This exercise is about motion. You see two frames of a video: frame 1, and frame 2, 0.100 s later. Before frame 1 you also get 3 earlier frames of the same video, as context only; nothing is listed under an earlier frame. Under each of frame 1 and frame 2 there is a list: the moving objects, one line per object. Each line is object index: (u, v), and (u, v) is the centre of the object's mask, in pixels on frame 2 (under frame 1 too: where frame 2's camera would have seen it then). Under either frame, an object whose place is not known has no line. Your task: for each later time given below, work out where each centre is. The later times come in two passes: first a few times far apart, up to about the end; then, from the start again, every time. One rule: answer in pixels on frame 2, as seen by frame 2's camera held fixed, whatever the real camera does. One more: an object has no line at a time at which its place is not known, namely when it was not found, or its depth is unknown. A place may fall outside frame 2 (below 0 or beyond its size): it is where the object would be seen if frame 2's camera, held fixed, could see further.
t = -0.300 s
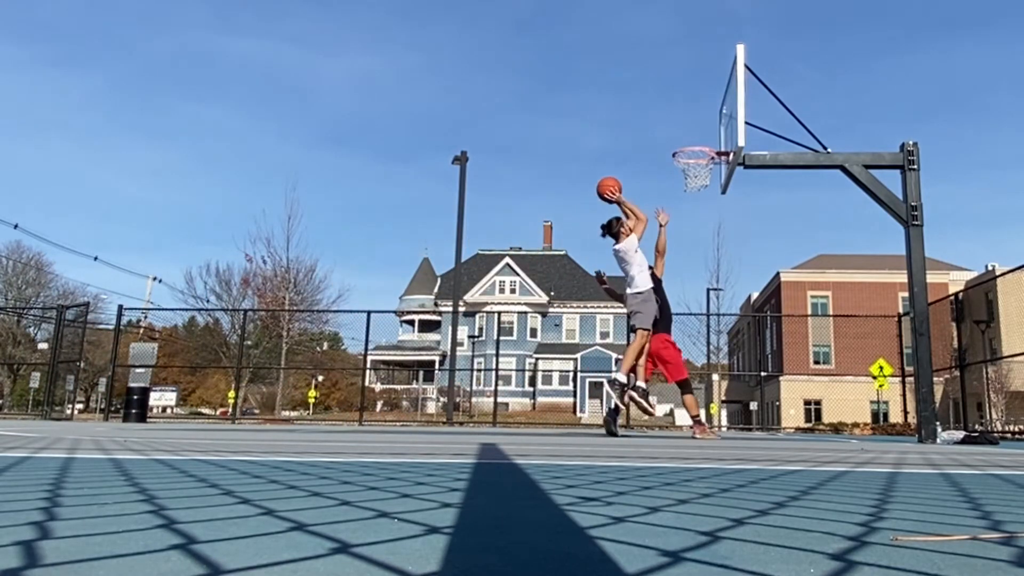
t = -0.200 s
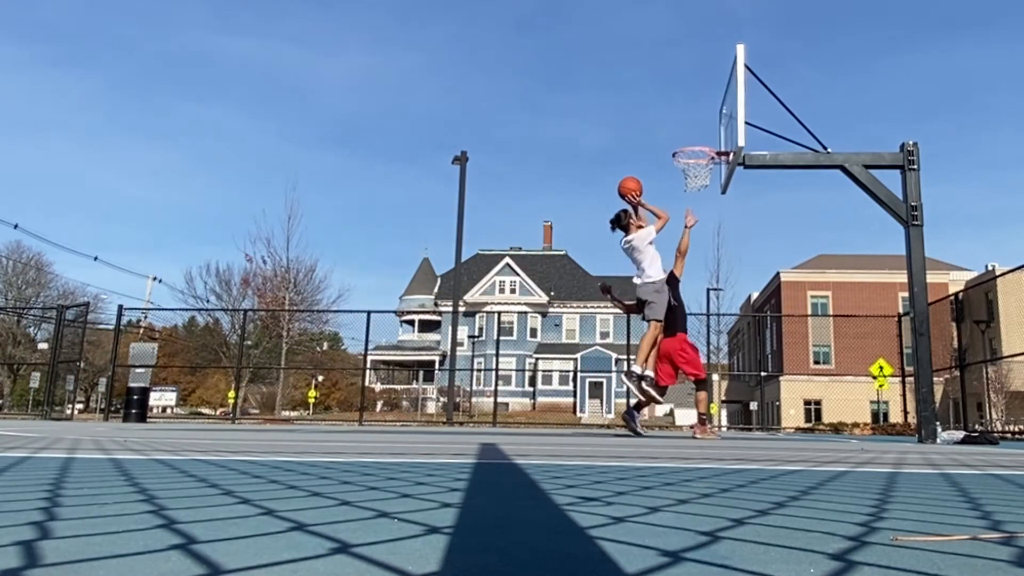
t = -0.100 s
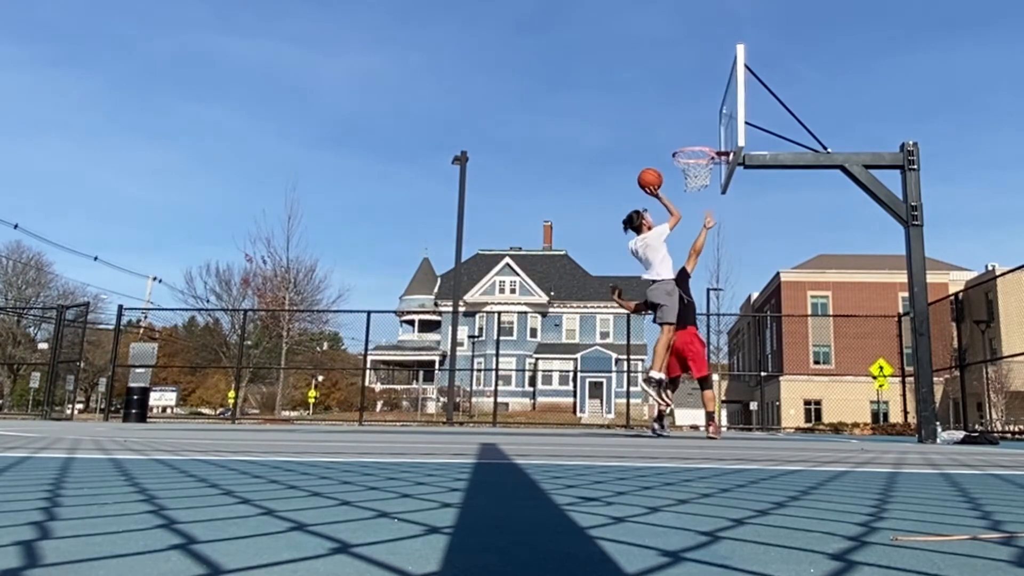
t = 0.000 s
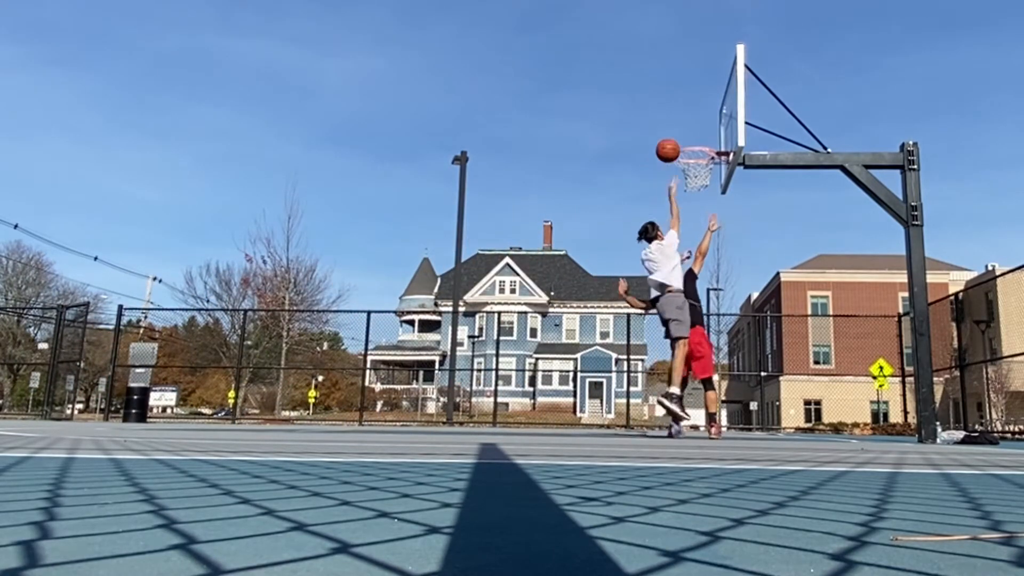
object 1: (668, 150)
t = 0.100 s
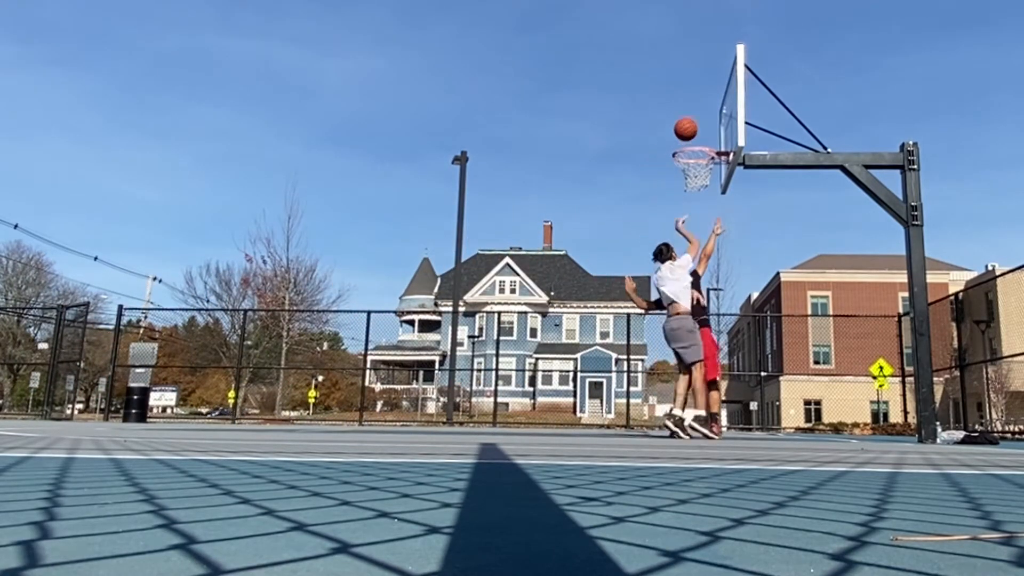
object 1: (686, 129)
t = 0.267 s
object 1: (713, 116)
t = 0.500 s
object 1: (698, 139)
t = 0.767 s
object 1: (680, 161)
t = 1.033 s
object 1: (667, 223)
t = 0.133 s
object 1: (691, 125)
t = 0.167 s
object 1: (697, 121)
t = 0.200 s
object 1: (703, 118)
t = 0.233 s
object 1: (708, 117)
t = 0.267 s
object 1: (713, 116)
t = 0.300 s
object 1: (718, 117)
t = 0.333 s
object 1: (717, 118)
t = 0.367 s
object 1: (713, 121)
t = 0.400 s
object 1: (709, 124)
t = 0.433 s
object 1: (705, 129)
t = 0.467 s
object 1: (701, 134)
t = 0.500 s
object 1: (698, 139)
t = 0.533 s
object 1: (694, 142)
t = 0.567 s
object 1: (690, 151)
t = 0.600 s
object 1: (689, 151)
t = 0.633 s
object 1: (687, 151)
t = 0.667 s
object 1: (685, 152)
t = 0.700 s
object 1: (685, 153)
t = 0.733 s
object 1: (681, 159)
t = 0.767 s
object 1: (680, 161)
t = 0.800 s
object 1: (678, 167)
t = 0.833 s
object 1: (676, 173)
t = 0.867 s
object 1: (675, 179)
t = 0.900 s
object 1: (674, 186)
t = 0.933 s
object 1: (672, 194)
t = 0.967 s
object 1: (671, 203)
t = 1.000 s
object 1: (669, 212)
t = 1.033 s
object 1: (667, 223)
